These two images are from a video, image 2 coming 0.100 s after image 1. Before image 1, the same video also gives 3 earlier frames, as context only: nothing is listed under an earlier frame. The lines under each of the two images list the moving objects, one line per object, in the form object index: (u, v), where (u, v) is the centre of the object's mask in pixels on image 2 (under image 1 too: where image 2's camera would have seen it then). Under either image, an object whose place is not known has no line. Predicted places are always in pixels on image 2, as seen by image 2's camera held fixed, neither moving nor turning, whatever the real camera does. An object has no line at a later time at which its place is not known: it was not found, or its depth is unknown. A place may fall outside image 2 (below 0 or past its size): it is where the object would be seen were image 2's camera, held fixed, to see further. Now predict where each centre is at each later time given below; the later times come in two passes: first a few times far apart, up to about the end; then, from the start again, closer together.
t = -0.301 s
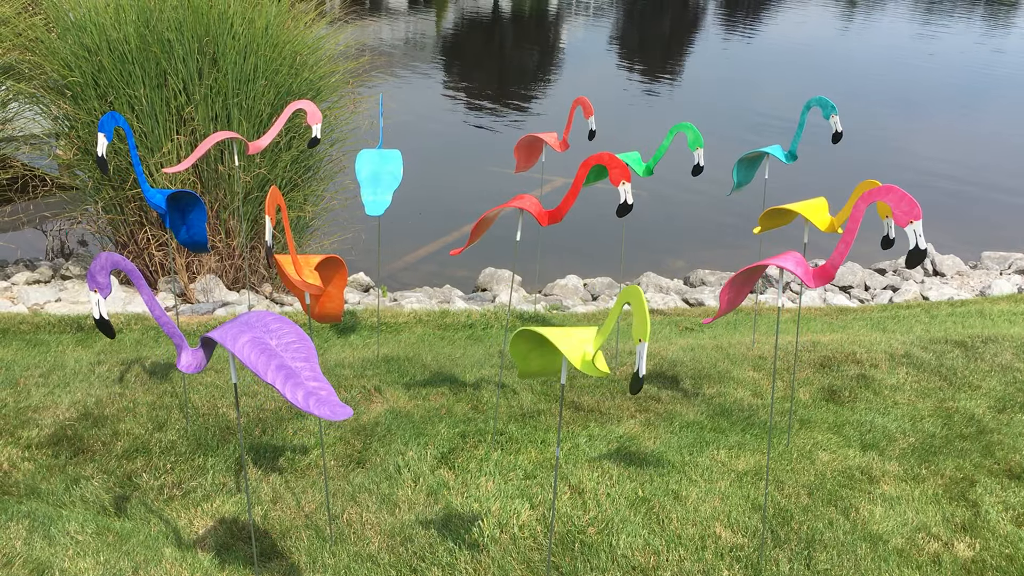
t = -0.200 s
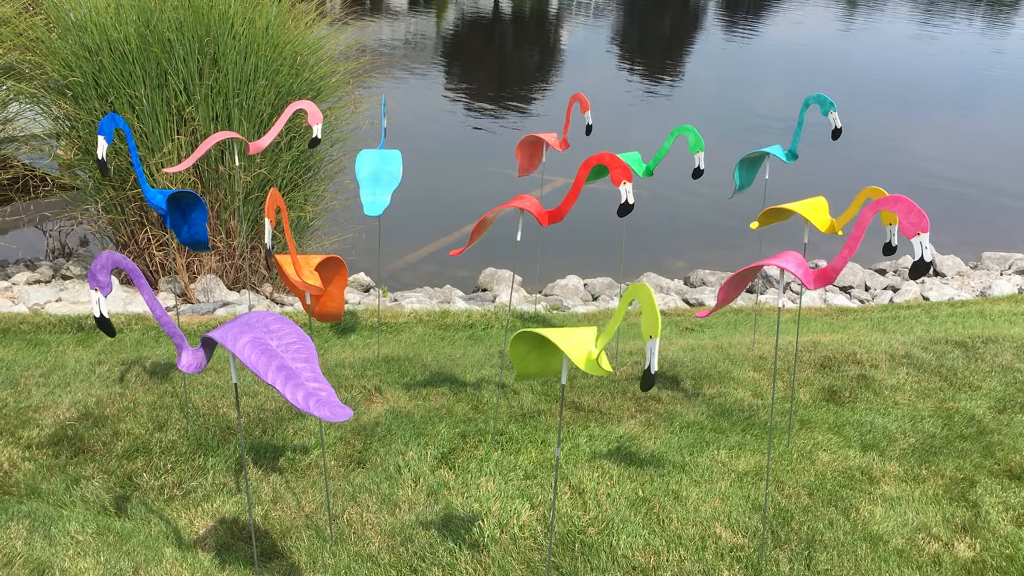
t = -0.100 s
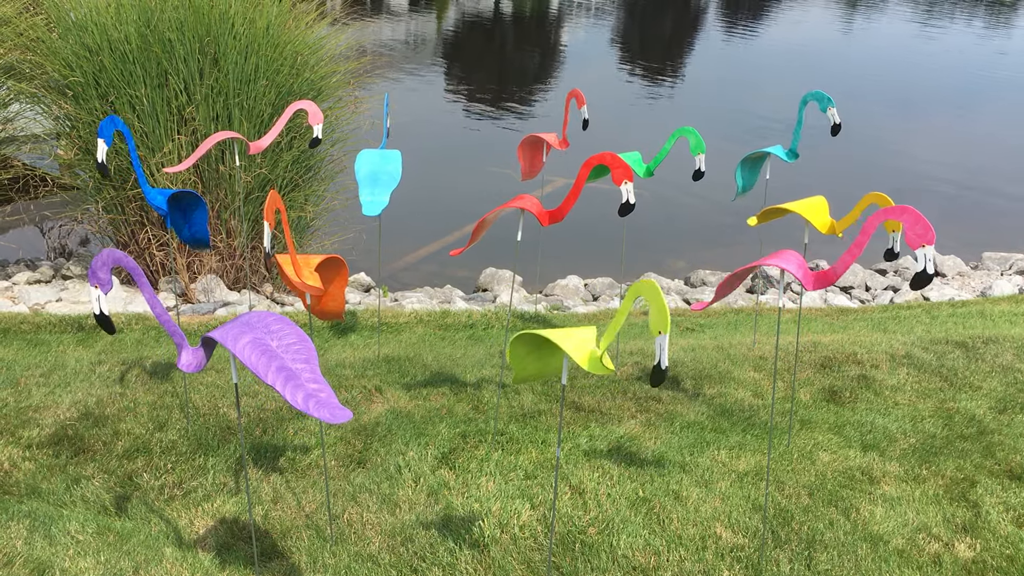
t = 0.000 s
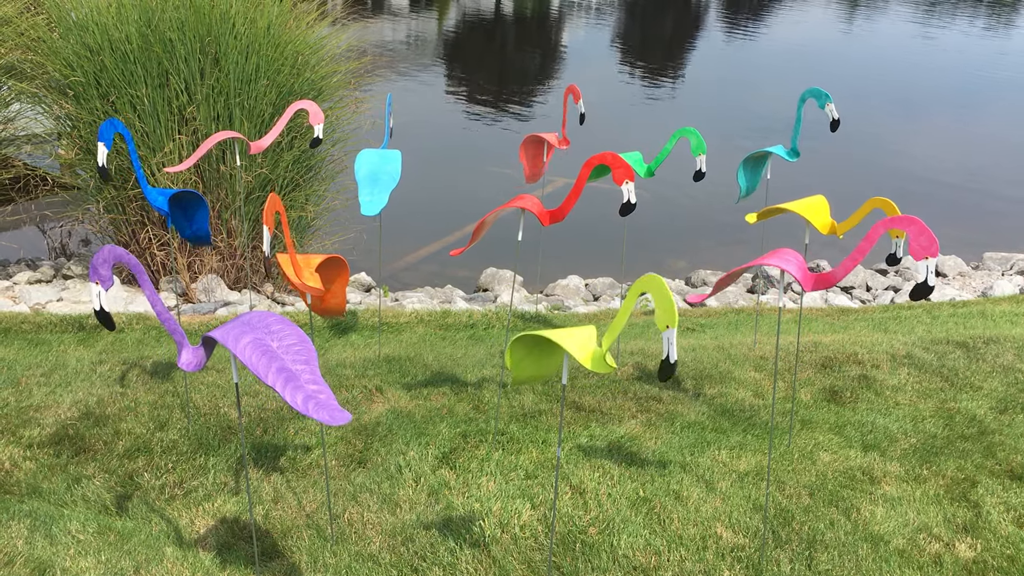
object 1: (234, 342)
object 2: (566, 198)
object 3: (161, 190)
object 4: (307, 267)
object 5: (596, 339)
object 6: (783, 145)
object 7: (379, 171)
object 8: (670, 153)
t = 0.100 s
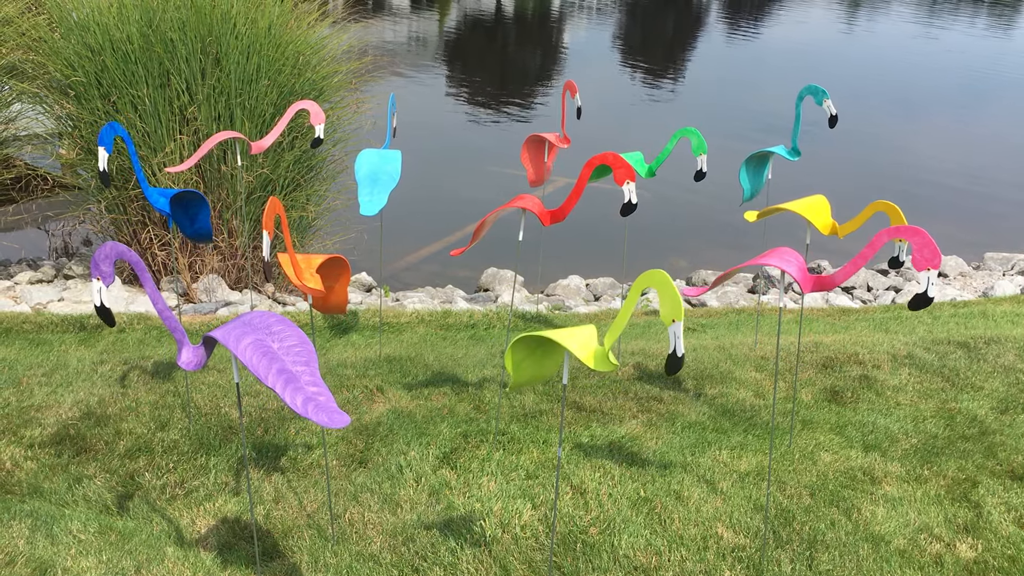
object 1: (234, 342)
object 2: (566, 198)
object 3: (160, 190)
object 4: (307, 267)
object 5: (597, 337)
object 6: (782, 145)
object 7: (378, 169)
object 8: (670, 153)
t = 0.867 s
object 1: (230, 340)
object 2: (566, 201)
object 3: (151, 196)
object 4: (302, 269)
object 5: (590, 335)
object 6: (772, 157)
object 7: (377, 166)
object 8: (663, 140)
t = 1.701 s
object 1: (222, 335)
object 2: (545, 211)
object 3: (153, 203)
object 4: (294, 269)
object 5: (567, 349)
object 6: (771, 165)
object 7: (378, 161)
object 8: (631, 177)
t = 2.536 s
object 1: (209, 333)
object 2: (522, 219)
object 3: (151, 202)
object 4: (274, 271)
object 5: (557, 345)
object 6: (770, 155)
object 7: (394, 152)
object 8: (629, 160)
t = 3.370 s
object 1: (208, 336)
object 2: (505, 197)
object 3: (159, 192)
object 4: (251, 264)
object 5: (540, 337)
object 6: (772, 153)
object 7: (391, 155)
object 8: (630, 162)
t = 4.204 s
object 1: (206, 339)
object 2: (492, 201)
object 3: (148, 181)
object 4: (289, 265)
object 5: (548, 339)
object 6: (770, 160)
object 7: (367, 159)
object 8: (628, 170)
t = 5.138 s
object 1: (180, 341)
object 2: (524, 210)
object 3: (151, 192)
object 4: (305, 270)
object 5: (559, 347)
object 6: (772, 152)
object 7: (356, 149)
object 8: (630, 181)
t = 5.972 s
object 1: (164, 318)
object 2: (519, 220)
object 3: (156, 193)
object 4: (288, 264)
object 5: (562, 338)
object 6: (767, 157)
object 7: (381, 157)
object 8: (631, 163)
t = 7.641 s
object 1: (143, 329)
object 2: (524, 210)
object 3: (166, 196)
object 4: (299, 264)
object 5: (543, 337)
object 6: (786, 149)
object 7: (377, 158)
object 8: (631, 166)
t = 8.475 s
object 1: (153, 326)
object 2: (518, 203)
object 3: (164, 194)
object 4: (280, 272)
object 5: (550, 344)
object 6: (786, 150)
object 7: (375, 154)
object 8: (629, 176)
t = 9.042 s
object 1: (166, 311)
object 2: (520, 204)
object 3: (163, 195)
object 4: (259, 271)
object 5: (551, 341)
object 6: (780, 148)
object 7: (369, 150)
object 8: (630, 181)
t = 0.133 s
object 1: (234, 342)
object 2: (567, 198)
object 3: (159, 190)
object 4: (307, 267)
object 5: (597, 337)
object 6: (781, 145)
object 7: (378, 169)
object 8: (670, 154)
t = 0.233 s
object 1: (234, 342)
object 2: (566, 198)
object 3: (158, 190)
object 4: (306, 266)
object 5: (597, 335)
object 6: (779, 146)
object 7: (378, 170)
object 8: (669, 152)
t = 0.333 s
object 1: (233, 342)
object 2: (567, 198)
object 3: (158, 191)
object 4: (305, 266)
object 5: (598, 335)
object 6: (778, 148)
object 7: (378, 170)
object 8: (668, 151)
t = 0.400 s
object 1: (233, 341)
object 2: (567, 199)
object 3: (158, 191)
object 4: (305, 267)
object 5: (598, 334)
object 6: (776, 149)
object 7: (377, 169)
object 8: (668, 151)
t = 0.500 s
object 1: (233, 341)
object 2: (567, 199)
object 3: (156, 192)
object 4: (304, 267)
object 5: (597, 332)
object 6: (775, 151)
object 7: (377, 168)
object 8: (667, 148)
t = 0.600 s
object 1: (232, 341)
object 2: (567, 199)
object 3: (155, 193)
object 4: (302, 268)
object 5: (597, 333)
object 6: (774, 152)
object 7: (377, 168)
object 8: (667, 146)
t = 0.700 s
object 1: (232, 341)
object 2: (566, 200)
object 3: (152, 194)
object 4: (302, 269)
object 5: (595, 333)
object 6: (773, 154)
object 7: (376, 168)
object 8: (665, 145)
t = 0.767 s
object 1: (231, 341)
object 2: (566, 200)
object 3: (152, 195)
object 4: (302, 269)
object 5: (593, 334)
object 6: (772, 155)
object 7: (377, 167)
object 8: (665, 142)
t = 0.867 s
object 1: (230, 340)
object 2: (566, 201)
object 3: (151, 196)
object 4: (302, 269)
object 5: (590, 335)
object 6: (772, 157)
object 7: (377, 166)
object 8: (663, 140)
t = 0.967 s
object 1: (230, 340)
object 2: (564, 203)
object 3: (152, 197)
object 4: (301, 269)
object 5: (588, 337)
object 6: (771, 161)
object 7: (377, 166)
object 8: (659, 137)
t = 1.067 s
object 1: (230, 340)
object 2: (564, 204)
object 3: (151, 198)
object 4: (300, 270)
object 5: (585, 339)
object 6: (770, 165)
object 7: (376, 165)
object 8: (656, 133)
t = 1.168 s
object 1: (229, 339)
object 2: (564, 206)
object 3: (151, 199)
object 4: (300, 270)
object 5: (581, 341)
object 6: (770, 168)
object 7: (376, 164)
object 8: (649, 134)
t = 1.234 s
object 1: (228, 339)
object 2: (563, 207)
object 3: (151, 200)
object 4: (299, 270)
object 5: (579, 342)
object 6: (770, 168)
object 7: (376, 164)
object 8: (649, 128)
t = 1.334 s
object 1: (227, 338)
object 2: (561, 209)
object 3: (152, 201)
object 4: (298, 270)
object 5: (575, 343)
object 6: (770, 168)
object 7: (376, 163)
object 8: (644, 127)
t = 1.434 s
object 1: (226, 338)
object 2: (561, 210)
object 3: (152, 202)
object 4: (298, 270)
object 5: (573, 344)
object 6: (770, 169)
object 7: (376, 163)
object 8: (638, 130)
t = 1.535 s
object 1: (222, 335)
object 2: (558, 212)
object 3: (153, 202)
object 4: (296, 269)
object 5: (573, 344)
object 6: (770, 169)
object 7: (377, 162)
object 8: (638, 116)
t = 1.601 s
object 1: (222, 336)
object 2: (557, 214)
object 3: (153, 203)
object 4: (295, 269)
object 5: (568, 347)
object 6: (770, 169)
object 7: (377, 161)
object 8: (635, 117)
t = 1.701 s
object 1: (222, 335)
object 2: (545, 211)
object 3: (153, 203)
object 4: (294, 269)
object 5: (567, 349)
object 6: (771, 165)
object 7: (378, 161)
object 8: (631, 177)
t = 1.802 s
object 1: (222, 336)
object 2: (545, 210)
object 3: (152, 203)
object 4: (292, 269)
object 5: (566, 351)
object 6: (771, 163)
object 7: (378, 160)
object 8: (630, 174)
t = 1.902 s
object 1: (220, 335)
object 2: (543, 210)
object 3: (151, 204)
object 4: (290, 269)
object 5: (568, 347)
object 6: (772, 160)
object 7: (379, 160)
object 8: (630, 170)
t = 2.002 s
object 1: (218, 335)
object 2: (538, 210)
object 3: (151, 204)
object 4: (288, 269)
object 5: (570, 346)
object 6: (772, 159)
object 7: (380, 159)
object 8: (630, 165)
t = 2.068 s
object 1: (216, 334)
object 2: (535, 210)
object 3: (150, 204)
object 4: (287, 269)
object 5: (571, 344)
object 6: (772, 158)
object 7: (381, 158)
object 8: (630, 164)
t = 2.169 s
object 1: (215, 334)
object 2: (530, 210)
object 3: (150, 204)
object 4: (285, 269)
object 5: (569, 345)
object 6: (772, 157)
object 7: (383, 157)
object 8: (630, 163)
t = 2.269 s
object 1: (213, 333)
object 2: (525, 211)
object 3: (149, 204)
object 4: (282, 269)
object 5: (565, 345)
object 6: (772, 156)
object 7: (385, 157)
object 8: (629, 162)
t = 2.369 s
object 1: (211, 332)
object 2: (523, 212)
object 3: (149, 204)
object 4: (280, 270)
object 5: (562, 345)
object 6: (770, 156)
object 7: (388, 155)
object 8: (629, 161)
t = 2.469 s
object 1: (210, 332)
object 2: (522, 216)
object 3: (151, 202)
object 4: (280, 269)
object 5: (559, 345)
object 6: (771, 156)
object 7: (392, 153)
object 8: (629, 160)
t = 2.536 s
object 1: (209, 333)
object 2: (522, 219)
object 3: (151, 202)
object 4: (274, 271)
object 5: (557, 345)
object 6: (770, 155)
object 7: (394, 152)
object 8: (629, 160)
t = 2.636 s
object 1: (209, 333)
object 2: (524, 214)
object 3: (153, 199)
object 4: (272, 270)
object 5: (553, 344)
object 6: (773, 155)
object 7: (403, 151)
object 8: (629, 160)
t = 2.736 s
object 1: (208, 334)
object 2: (523, 210)
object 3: (155, 197)
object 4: (270, 270)
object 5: (550, 343)
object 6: (772, 160)
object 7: (410, 148)
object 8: (628, 160)
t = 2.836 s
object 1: (207, 336)
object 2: (523, 209)
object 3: (156, 196)
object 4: (267, 270)
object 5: (547, 342)
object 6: (775, 164)
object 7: (415, 143)
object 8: (628, 160)
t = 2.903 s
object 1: (206, 337)
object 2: (521, 207)
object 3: (157, 196)
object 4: (265, 269)
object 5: (546, 341)
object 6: (772, 166)
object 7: (417, 142)
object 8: (629, 160)
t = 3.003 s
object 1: (207, 336)
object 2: (518, 205)
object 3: (158, 195)
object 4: (261, 268)
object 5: (544, 340)
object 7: (413, 145)
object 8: (629, 161)
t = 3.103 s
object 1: (207, 336)
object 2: (515, 202)
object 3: (159, 194)
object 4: (255, 267)
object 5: (543, 339)
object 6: (772, 149)
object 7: (408, 150)
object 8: (630, 162)
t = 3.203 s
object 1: (208, 336)
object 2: (511, 200)
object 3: (160, 193)
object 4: (253, 266)
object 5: (542, 338)
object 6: (772, 151)
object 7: (398, 152)
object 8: (631, 163)
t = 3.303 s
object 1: (207, 337)
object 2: (507, 198)
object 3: (160, 193)
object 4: (251, 265)
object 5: (540, 337)
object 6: (772, 153)
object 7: (395, 153)
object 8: (631, 164)
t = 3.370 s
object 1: (208, 336)
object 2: (505, 197)
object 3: (159, 192)
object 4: (251, 264)
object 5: (540, 337)
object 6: (772, 153)
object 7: (391, 155)
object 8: (630, 162)
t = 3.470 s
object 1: (208, 336)
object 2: (498, 196)
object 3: (159, 190)
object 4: (252, 265)
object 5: (539, 336)
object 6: (772, 153)
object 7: (387, 156)
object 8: (630, 163)
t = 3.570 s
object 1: (207, 337)
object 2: (495, 195)
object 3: (158, 189)
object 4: (254, 267)
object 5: (539, 336)
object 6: (771, 156)
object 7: (384, 158)
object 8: (631, 166)
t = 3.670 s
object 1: (206, 339)
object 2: (494, 195)
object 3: (157, 187)
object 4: (257, 268)
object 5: (539, 335)
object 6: (771, 156)
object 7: (381, 158)
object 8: (631, 169)
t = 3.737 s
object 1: (207, 337)
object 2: (493, 195)
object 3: (156, 187)
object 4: (258, 269)
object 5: (540, 335)
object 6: (771, 156)
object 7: (383, 159)
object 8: (630, 172)
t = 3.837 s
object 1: (207, 338)
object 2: (492, 195)
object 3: (154, 187)
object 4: (262, 271)
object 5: (541, 336)
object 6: (772, 155)
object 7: (384, 159)
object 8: (630, 173)
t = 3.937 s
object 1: (206, 338)
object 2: (491, 196)
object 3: (151, 184)
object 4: (265, 273)
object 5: (543, 337)
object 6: (772, 154)
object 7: (380, 159)
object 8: (629, 171)
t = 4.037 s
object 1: (206, 339)
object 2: (491, 198)
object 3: (150, 183)
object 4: (287, 267)
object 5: (545, 337)
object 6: (771, 154)
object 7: (374, 159)
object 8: (629, 171)
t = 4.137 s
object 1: (207, 338)
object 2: (491, 199)
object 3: (149, 181)
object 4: (289, 265)
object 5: (547, 338)
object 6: (770, 157)
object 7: (371, 159)
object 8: (628, 170)
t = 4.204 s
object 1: (206, 339)
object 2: (492, 201)
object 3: (148, 181)
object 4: (289, 265)
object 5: (548, 339)
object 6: (770, 160)
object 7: (367, 159)
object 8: (628, 170)
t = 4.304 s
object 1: (206, 338)
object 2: (493, 202)
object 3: (146, 181)
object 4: (291, 264)
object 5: (550, 339)
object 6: (770, 165)
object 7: (362, 160)
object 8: (629, 170)
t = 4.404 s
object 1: (207, 338)
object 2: (494, 203)
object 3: (146, 182)
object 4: (296, 266)
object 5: (552, 341)
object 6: (770, 170)
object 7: (357, 157)
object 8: (629, 170)
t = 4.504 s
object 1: (207, 337)
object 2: (497, 205)
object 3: (146, 184)
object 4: (300, 267)
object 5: (554, 342)
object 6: (771, 167)
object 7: (353, 154)
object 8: (629, 171)
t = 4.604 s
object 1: (207, 337)
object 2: (505, 204)
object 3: (146, 185)
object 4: (301, 268)
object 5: (555, 343)
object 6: (772, 164)
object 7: (350, 152)
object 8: (629, 172)
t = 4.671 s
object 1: (206, 339)
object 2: (505, 204)
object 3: (147, 186)
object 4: (303, 269)
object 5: (556, 343)
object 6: (772, 162)
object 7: (348, 150)
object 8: (629, 172)
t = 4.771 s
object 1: (206, 338)
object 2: (510, 204)
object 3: (148, 188)
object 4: (304, 270)
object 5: (556, 345)
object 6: (772, 161)
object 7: (348, 148)
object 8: (629, 174)
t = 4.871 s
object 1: (206, 337)
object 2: (514, 204)
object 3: (148, 189)
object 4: (304, 270)
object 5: (557, 346)
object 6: (772, 160)
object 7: (347, 146)
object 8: (629, 175)
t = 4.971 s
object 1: (181, 343)
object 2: (518, 206)
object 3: (149, 190)
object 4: (305, 270)
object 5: (558, 347)
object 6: (772, 158)
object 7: (352, 148)
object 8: (629, 177)
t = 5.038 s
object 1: (179, 341)
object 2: (521, 207)
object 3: (150, 191)
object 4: (305, 270)
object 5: (558, 347)
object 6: (772, 156)
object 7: (354, 149)
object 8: (630, 178)
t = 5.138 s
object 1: (180, 341)
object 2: (524, 210)
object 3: (151, 192)
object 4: (305, 270)
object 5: (559, 347)
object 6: (772, 152)
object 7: (356, 149)
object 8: (630, 181)
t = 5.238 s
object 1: (179, 340)
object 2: (524, 213)
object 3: (152, 193)
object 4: (304, 270)
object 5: (559, 346)
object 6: (770, 148)
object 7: (369, 152)
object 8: (630, 178)
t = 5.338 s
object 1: (176, 338)
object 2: (523, 217)
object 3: (154, 193)
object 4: (303, 269)
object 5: (560, 345)
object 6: (768, 148)
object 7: (370, 151)
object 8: (631, 174)
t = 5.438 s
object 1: (173, 335)
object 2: (522, 220)
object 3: (155, 194)
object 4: (302, 269)
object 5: (562, 344)
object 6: (766, 150)
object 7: (372, 151)
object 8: (631, 173)
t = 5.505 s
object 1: (173, 334)
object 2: (521, 222)
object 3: (156, 195)
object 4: (301, 269)
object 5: (562, 343)
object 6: (768, 152)
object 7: (375, 152)
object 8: (631, 171)
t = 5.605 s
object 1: (170, 330)
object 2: (520, 221)
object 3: (156, 195)
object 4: (299, 268)
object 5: (563, 342)
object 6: (769, 152)
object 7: (377, 154)
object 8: (631, 169)
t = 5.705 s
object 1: (170, 329)
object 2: (519, 223)
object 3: (157, 195)
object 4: (297, 267)
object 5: (563, 341)
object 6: (769, 153)
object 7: (379, 156)
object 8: (631, 167)
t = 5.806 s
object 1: (168, 326)
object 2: (519, 221)
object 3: (157, 194)
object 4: (294, 266)
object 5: (563, 340)
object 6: (768, 153)
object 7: (379, 156)
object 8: (631, 166)
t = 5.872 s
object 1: (166, 322)
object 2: (519, 221)
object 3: (157, 194)
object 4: (292, 265)
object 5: (562, 339)
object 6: (767, 154)
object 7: (380, 157)
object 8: (631, 164)
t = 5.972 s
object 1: (164, 318)
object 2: (519, 220)
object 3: (156, 193)
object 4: (288, 264)
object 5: (562, 338)
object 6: (767, 157)
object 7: (381, 157)
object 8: (631, 163)
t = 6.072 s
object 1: (164, 312)
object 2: (521, 215)
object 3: (155, 192)
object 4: (288, 264)
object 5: (561, 338)
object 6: (766, 160)
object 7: (380, 157)
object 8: (630, 161)
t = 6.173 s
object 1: (163, 307)
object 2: (523, 213)
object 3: (155, 192)
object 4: (288, 263)
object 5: (558, 336)
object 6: (767, 161)
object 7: (380, 156)
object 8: (629, 160)
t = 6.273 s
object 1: (162, 301)
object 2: (523, 212)
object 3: (154, 191)
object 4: (262, 262)
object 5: (556, 335)
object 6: (768, 159)
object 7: (380, 157)
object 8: (628, 160)
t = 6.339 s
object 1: (159, 298)
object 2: (523, 212)
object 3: (153, 190)
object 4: (258, 256)
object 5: (554, 334)
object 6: (769, 156)
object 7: (379, 156)
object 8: (627, 159)
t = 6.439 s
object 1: (154, 294)
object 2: (524, 212)
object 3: (154, 190)
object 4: (253, 245)
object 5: (551, 332)
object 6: (770, 156)
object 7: (380, 157)
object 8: (626, 160)
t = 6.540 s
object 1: (152, 292)
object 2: (523, 212)
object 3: (156, 191)
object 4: (249, 237)
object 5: (548, 331)
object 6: (772, 154)
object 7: (379, 157)
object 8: (625, 160)
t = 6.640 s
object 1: (150, 292)
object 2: (522, 213)
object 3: (159, 193)
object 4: (252, 237)
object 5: (546, 330)
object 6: (774, 153)
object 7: (380, 157)
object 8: (625, 161)
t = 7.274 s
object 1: (145, 315)
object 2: (524, 213)
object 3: (167, 197)
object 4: (298, 261)
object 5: (537, 332)
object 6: (784, 149)
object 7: (378, 158)
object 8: (630, 161)
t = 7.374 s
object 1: (144, 320)
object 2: (525, 212)
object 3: (166, 197)
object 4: (300, 262)
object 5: (539, 334)
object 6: (785, 149)
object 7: (378, 158)
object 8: (630, 161)
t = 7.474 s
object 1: (144, 324)
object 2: (525, 211)
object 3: (166, 197)
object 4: (300, 263)
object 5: (540, 335)
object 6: (786, 149)
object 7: (377, 158)
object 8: (631, 162)
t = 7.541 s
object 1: (143, 326)
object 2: (525, 211)
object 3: (166, 197)
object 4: (300, 263)
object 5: (542, 336)
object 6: (786, 149)
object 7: (377, 158)
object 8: (631, 163)
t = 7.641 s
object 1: (143, 329)
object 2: (524, 210)
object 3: (166, 196)
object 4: (299, 264)
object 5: (543, 337)
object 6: (786, 149)
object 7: (377, 158)
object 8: (631, 166)
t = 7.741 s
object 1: (146, 331)
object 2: (522, 208)
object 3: (166, 196)
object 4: (297, 265)
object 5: (545, 338)
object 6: (786, 149)
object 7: (377, 158)
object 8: (631, 168)
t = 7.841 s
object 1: (147, 332)
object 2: (522, 209)
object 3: (166, 196)
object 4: (295, 266)
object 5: (546, 339)
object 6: (793, 152)
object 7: (378, 158)
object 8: (631, 172)
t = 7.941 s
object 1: (148, 332)
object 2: (521, 208)
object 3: (166, 196)
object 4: (293, 267)
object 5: (547, 341)
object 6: (793, 152)
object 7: (378, 157)
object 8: (630, 175)
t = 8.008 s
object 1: (148, 332)
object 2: (520, 207)
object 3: (166, 196)
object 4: (290, 268)
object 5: (548, 341)
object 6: (794, 152)
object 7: (378, 157)
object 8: (629, 175)
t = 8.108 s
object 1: (149, 332)
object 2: (519, 206)
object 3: (165, 195)
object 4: (288, 268)
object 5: (549, 342)
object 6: (794, 151)
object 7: (378, 157)
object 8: (629, 173)
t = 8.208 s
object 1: (149, 330)
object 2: (518, 205)
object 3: (165, 195)
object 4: (285, 269)
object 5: (549, 342)
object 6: (793, 152)
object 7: (378, 157)
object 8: (629, 173)
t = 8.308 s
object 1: (150, 329)
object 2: (518, 205)
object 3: (165, 195)
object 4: (284, 270)
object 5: (549, 343)
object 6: (793, 152)
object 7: (378, 156)
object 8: (629, 176)
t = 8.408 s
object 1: (151, 327)
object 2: (518, 204)
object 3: (164, 194)
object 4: (282, 271)
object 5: (550, 343)
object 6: (786, 149)
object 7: (376, 155)
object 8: (629, 176)
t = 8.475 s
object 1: (153, 326)
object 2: (518, 203)
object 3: (164, 194)
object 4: (280, 272)
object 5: (550, 344)
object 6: (786, 150)
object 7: (375, 154)
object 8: (629, 176)
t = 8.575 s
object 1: (153, 323)
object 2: (519, 203)
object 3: (163, 194)
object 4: (280, 272)
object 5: (550, 344)
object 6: (786, 148)
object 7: (375, 153)
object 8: (629, 176)
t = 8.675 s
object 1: (154, 320)
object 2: (519, 203)
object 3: (163, 194)
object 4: (269, 278)
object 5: (550, 344)
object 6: (786, 148)
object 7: (373, 152)
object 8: (629, 177)
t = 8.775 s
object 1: (156, 317)
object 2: (519, 203)
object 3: (162, 194)
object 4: (267, 277)
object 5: (551, 343)
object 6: (785, 148)
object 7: (372, 150)
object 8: (629, 177)
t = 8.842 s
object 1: (159, 316)
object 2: (519, 203)
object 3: (163, 195)
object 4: (264, 276)
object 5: (551, 342)
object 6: (784, 148)
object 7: (372, 150)
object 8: (629, 178)
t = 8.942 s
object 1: (161, 313)
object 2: (519, 204)
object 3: (163, 195)
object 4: (262, 274)
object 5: (551, 342)
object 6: (782, 147)
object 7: (370, 150)
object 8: (630, 179)
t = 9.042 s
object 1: (166, 311)
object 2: (520, 204)
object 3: (163, 195)
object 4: (259, 271)
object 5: (551, 341)
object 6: (780, 148)
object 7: (369, 150)
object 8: (630, 181)
